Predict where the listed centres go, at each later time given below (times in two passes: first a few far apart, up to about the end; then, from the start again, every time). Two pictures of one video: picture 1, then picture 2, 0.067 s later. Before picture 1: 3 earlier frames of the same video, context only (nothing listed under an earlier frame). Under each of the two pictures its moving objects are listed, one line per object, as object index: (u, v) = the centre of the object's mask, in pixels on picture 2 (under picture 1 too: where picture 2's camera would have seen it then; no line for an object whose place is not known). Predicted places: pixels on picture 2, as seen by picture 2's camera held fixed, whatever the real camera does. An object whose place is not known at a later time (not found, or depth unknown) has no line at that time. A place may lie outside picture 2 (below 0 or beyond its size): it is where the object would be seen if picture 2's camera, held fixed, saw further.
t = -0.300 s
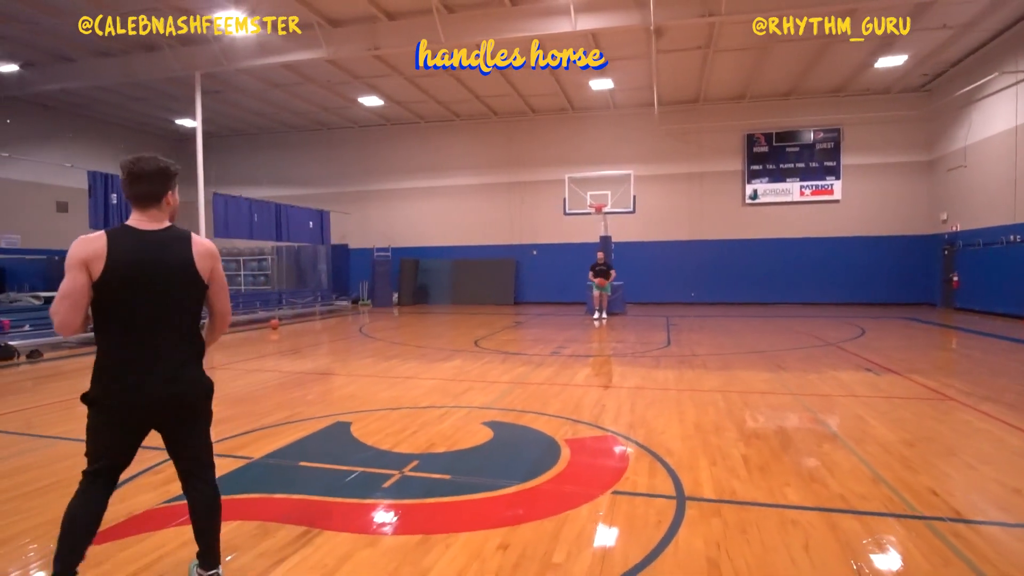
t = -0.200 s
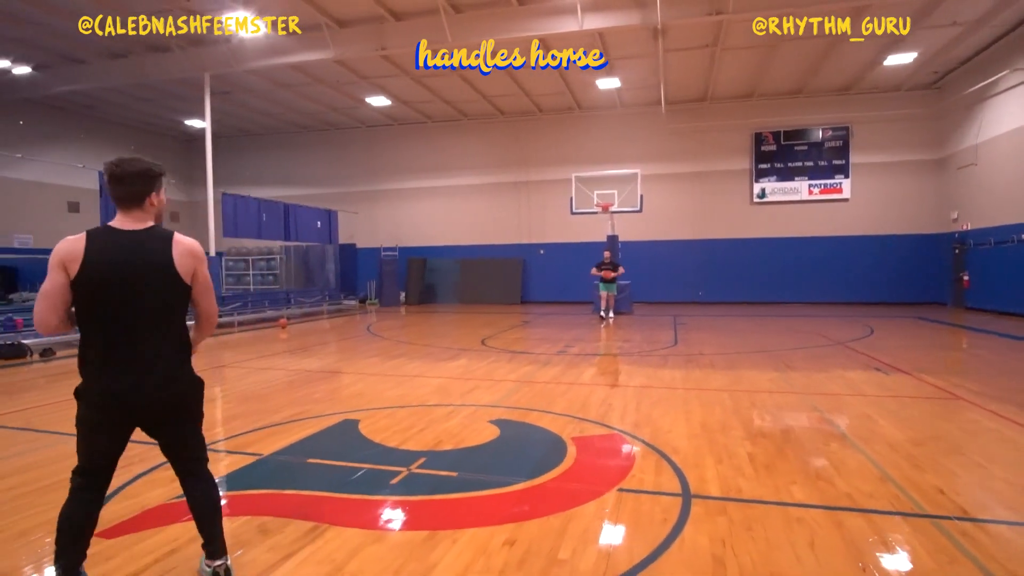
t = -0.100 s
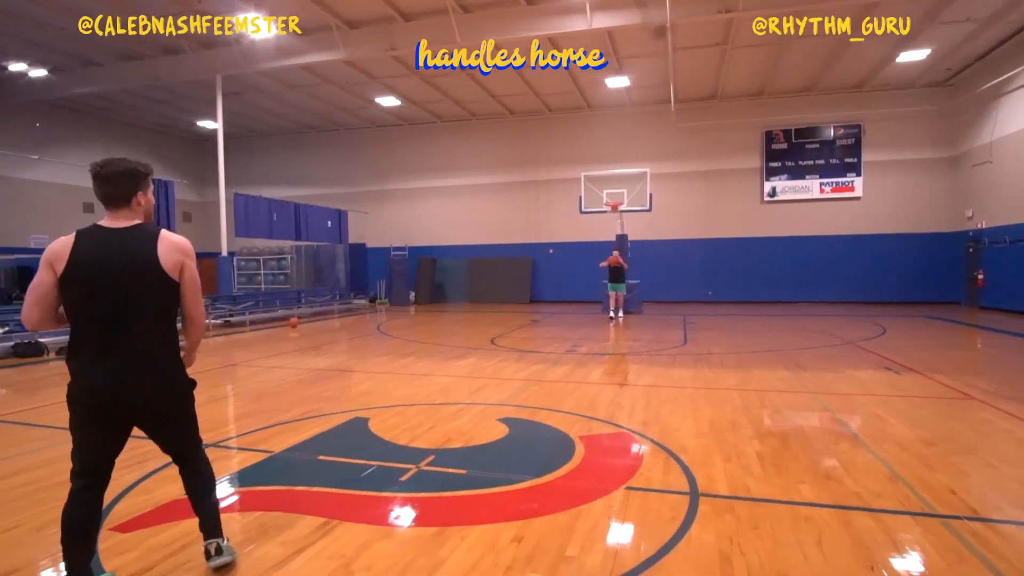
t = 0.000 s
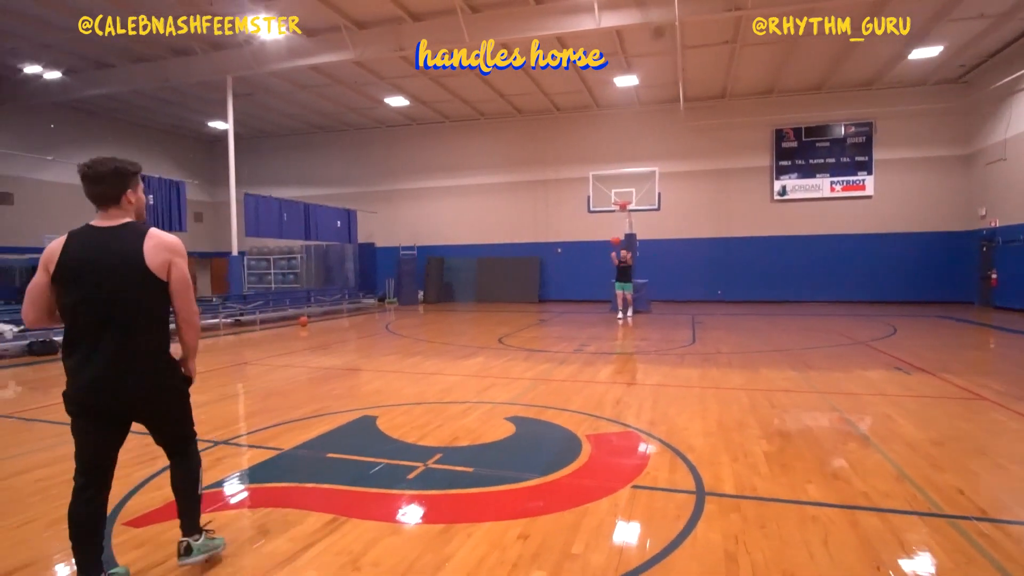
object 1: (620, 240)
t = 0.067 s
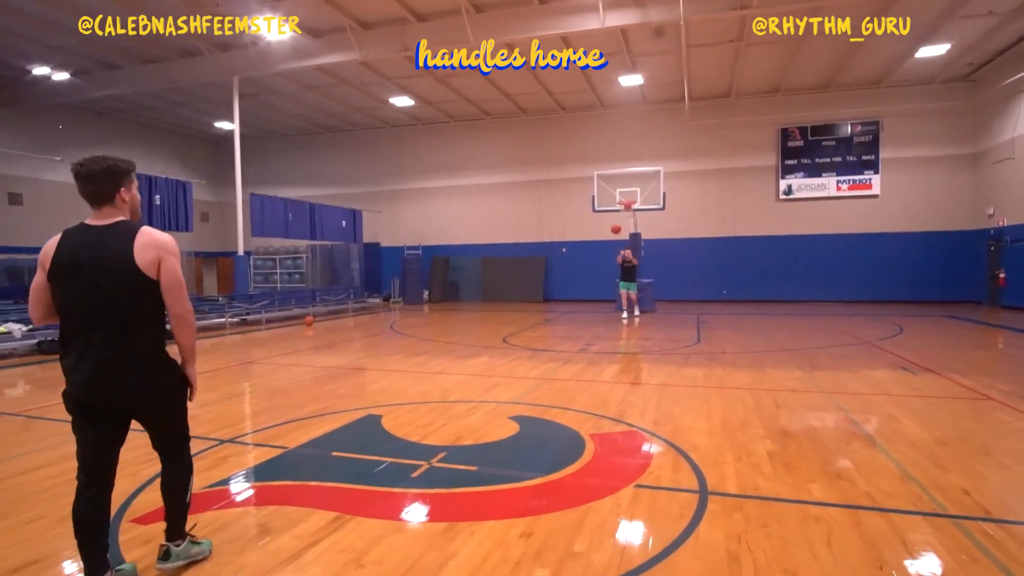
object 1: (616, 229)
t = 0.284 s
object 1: (598, 197)
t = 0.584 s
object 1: (559, 179)
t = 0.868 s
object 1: (485, 222)
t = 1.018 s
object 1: (418, 299)
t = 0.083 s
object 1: (615, 226)
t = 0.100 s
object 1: (614, 224)
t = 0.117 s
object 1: (612, 221)
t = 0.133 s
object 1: (611, 218)
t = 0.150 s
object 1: (610, 216)
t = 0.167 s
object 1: (609, 213)
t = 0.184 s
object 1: (608, 211)
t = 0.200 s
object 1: (606, 208)
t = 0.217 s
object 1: (606, 205)
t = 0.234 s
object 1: (603, 203)
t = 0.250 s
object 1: (602, 201)
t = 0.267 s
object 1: (600, 199)
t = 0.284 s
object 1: (598, 197)
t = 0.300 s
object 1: (597, 195)
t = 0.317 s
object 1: (596, 194)
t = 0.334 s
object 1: (594, 192)
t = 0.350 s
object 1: (592, 190)
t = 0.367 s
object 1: (590, 188)
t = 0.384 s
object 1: (588, 187)
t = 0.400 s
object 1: (586, 186)
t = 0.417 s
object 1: (584, 184)
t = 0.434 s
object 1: (582, 183)
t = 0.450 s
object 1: (580, 182)
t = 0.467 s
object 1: (578, 181)
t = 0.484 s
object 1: (575, 180)
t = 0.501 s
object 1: (572, 180)
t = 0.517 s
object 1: (570, 179)
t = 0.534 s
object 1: (567, 179)
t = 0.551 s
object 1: (564, 179)
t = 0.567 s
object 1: (562, 179)
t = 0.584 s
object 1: (559, 179)
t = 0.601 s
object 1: (556, 180)
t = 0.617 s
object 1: (553, 180)
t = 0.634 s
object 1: (549, 181)
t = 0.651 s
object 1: (546, 182)
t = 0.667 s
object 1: (542, 183)
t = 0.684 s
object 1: (538, 185)
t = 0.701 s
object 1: (535, 186)
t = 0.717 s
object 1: (531, 188)
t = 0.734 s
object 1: (526, 190)
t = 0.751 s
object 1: (522, 193)
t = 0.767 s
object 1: (518, 196)
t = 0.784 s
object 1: (513, 199)
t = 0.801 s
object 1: (508, 203)
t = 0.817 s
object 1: (503, 207)
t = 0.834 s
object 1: (498, 211)
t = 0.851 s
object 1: (491, 216)
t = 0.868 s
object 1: (485, 222)
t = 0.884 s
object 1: (479, 228)
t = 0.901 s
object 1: (472, 234)
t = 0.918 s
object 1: (465, 242)
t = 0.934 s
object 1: (457, 250)
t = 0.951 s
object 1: (450, 258)
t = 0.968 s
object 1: (442, 267)
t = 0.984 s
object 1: (435, 276)
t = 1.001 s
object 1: (425, 288)
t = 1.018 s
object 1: (418, 299)
